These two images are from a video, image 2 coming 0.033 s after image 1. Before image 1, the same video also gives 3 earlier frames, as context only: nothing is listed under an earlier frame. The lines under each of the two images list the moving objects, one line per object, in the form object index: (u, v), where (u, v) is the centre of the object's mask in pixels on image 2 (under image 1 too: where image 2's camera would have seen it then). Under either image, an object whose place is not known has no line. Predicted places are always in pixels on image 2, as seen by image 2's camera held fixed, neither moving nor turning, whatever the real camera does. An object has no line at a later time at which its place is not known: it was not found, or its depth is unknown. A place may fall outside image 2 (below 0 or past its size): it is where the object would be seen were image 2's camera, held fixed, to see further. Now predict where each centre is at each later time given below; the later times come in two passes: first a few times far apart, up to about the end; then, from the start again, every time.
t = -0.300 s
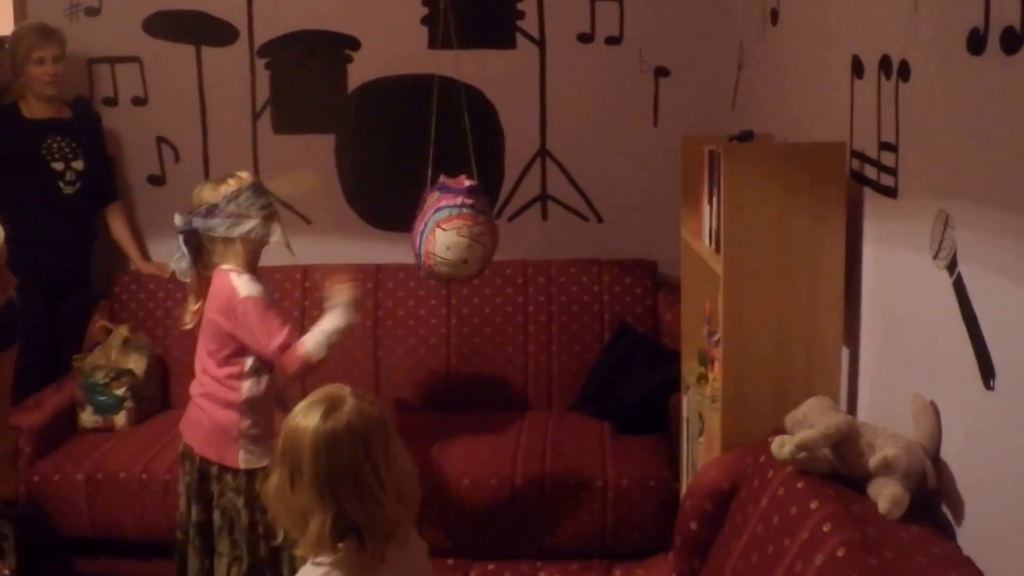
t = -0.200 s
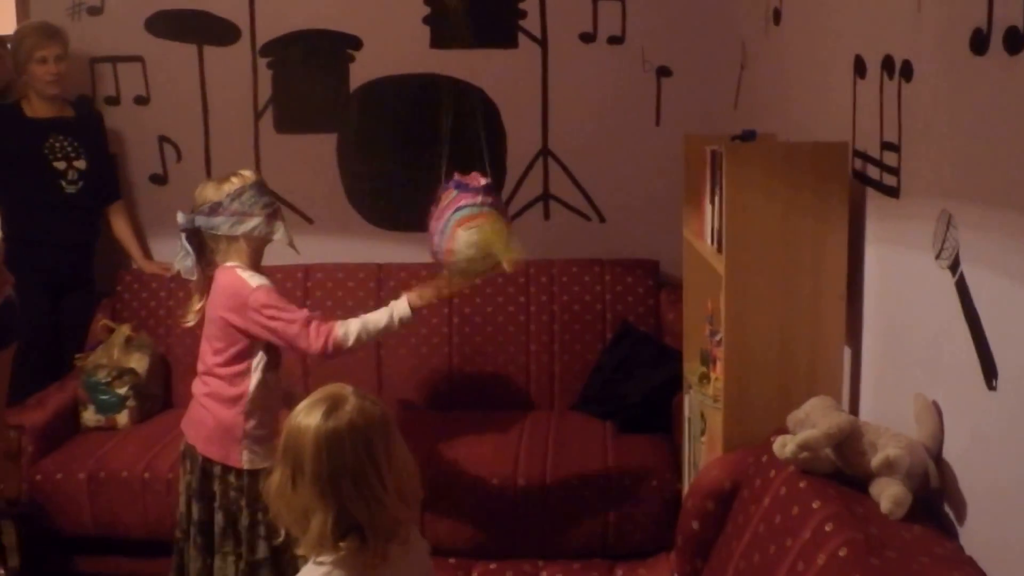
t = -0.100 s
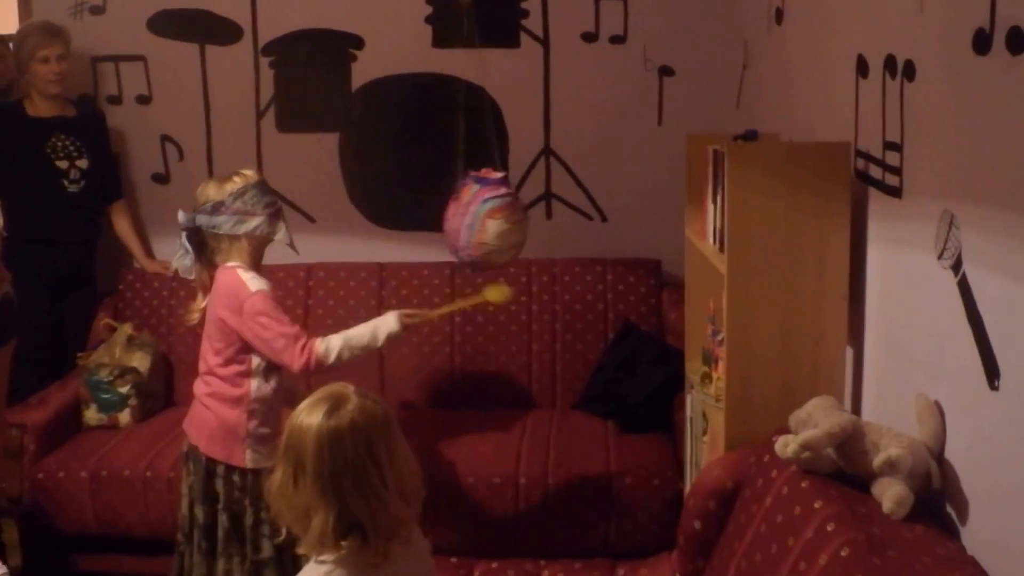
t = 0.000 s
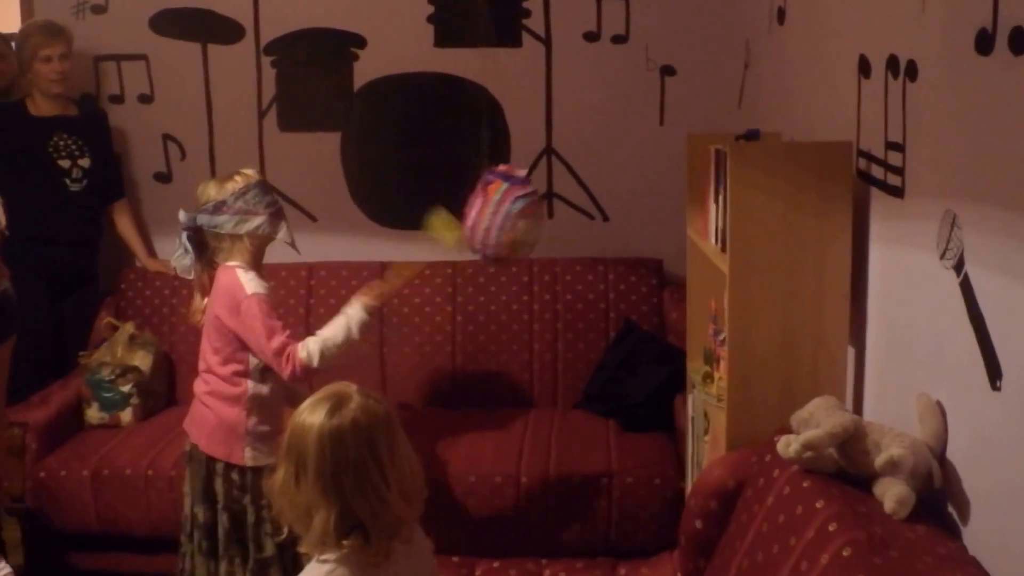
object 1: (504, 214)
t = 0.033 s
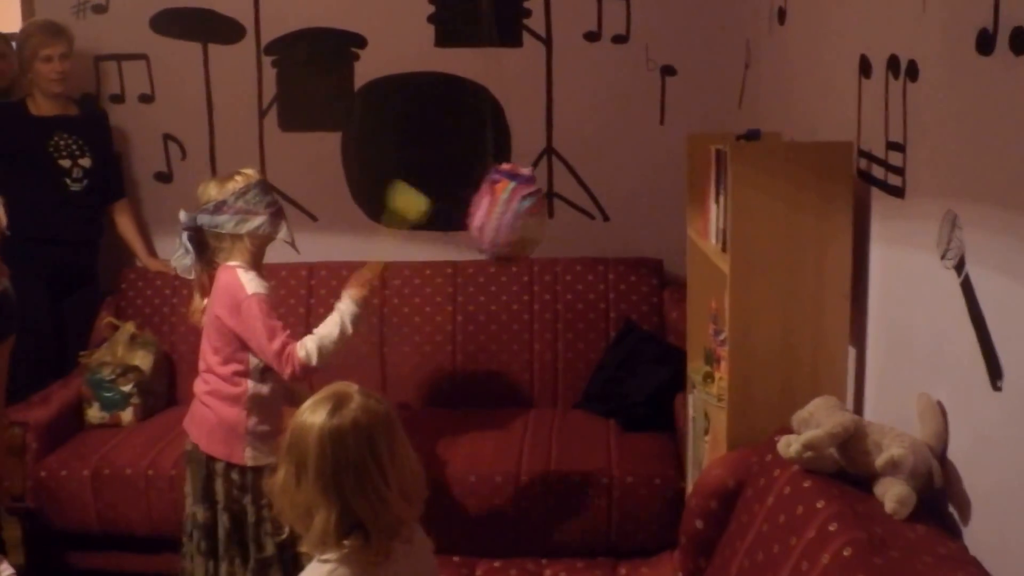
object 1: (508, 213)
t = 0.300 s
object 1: (528, 209)
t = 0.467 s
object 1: (525, 213)
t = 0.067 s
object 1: (511, 213)
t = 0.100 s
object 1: (514, 211)
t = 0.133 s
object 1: (516, 210)
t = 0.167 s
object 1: (518, 210)
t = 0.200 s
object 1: (521, 210)
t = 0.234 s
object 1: (524, 209)
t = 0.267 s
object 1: (527, 209)
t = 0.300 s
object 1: (528, 209)
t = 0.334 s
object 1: (528, 210)
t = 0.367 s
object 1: (528, 210)
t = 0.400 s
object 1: (527, 210)
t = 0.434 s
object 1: (526, 211)
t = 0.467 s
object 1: (525, 213)
